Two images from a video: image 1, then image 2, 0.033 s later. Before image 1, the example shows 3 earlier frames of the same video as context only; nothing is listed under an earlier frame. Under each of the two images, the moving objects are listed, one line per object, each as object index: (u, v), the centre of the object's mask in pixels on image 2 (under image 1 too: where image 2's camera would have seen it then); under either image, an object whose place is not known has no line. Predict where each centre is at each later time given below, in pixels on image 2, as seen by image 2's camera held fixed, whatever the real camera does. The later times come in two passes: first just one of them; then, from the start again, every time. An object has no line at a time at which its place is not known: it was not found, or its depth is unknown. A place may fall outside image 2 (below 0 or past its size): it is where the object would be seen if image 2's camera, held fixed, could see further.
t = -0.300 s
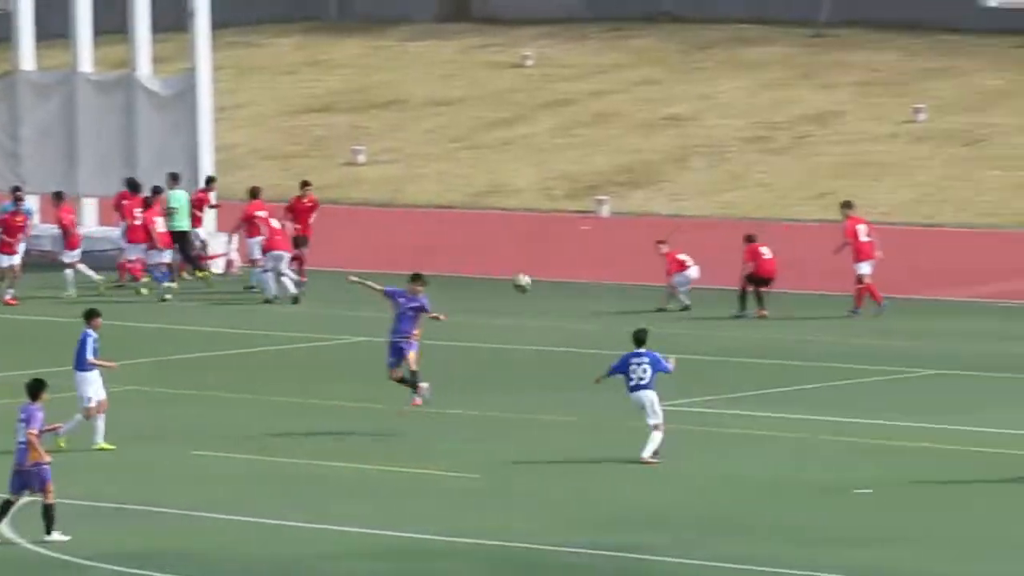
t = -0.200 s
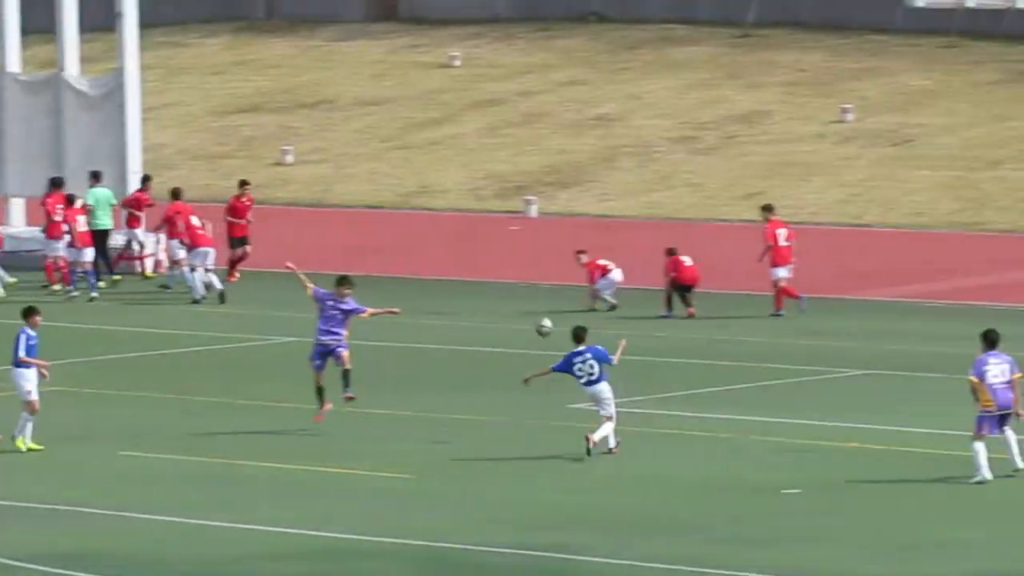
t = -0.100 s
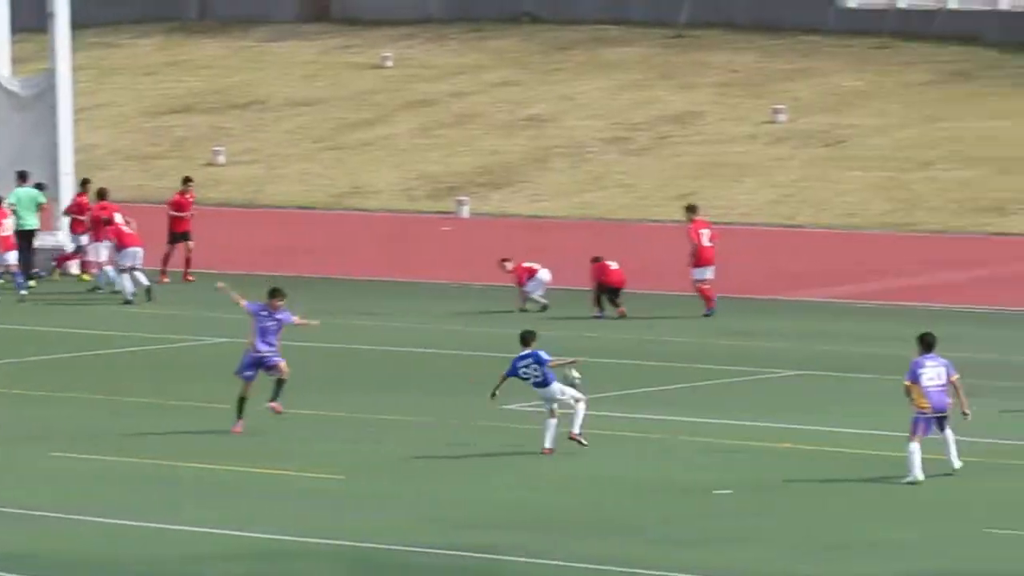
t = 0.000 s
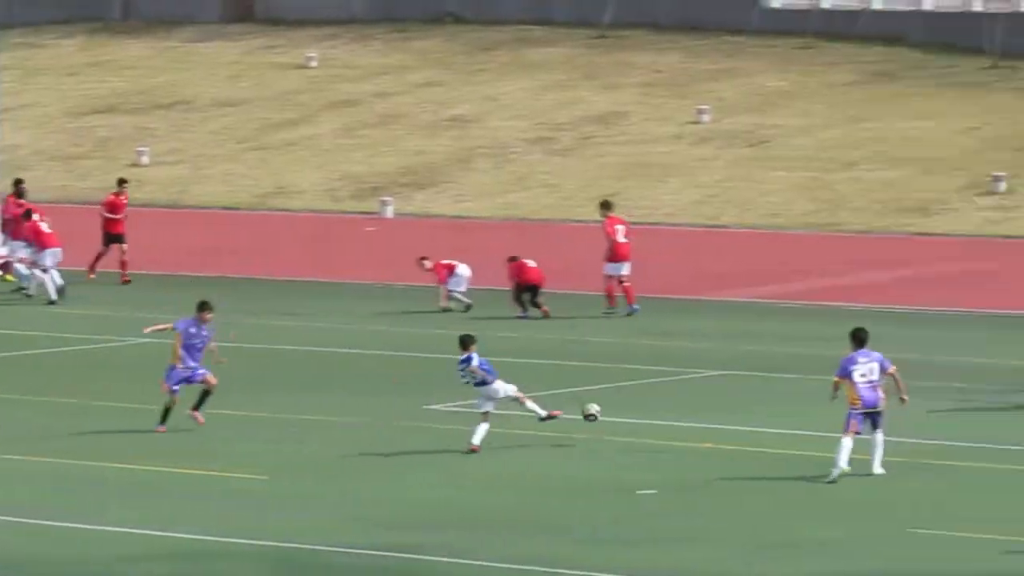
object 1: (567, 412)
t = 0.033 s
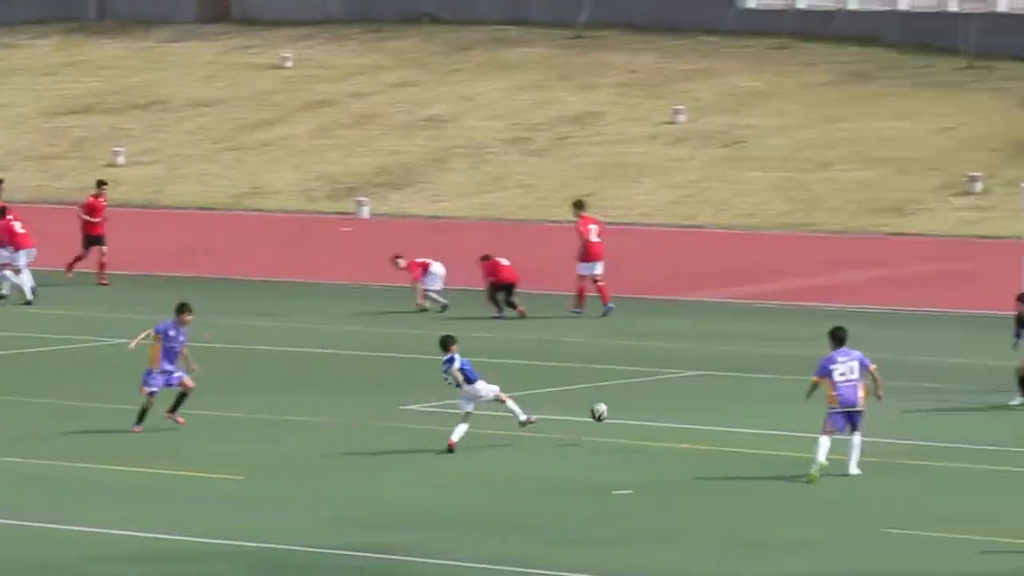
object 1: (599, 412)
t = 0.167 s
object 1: (726, 420)
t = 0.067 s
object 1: (631, 412)
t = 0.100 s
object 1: (663, 414)
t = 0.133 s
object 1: (694, 416)
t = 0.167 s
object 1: (726, 420)
